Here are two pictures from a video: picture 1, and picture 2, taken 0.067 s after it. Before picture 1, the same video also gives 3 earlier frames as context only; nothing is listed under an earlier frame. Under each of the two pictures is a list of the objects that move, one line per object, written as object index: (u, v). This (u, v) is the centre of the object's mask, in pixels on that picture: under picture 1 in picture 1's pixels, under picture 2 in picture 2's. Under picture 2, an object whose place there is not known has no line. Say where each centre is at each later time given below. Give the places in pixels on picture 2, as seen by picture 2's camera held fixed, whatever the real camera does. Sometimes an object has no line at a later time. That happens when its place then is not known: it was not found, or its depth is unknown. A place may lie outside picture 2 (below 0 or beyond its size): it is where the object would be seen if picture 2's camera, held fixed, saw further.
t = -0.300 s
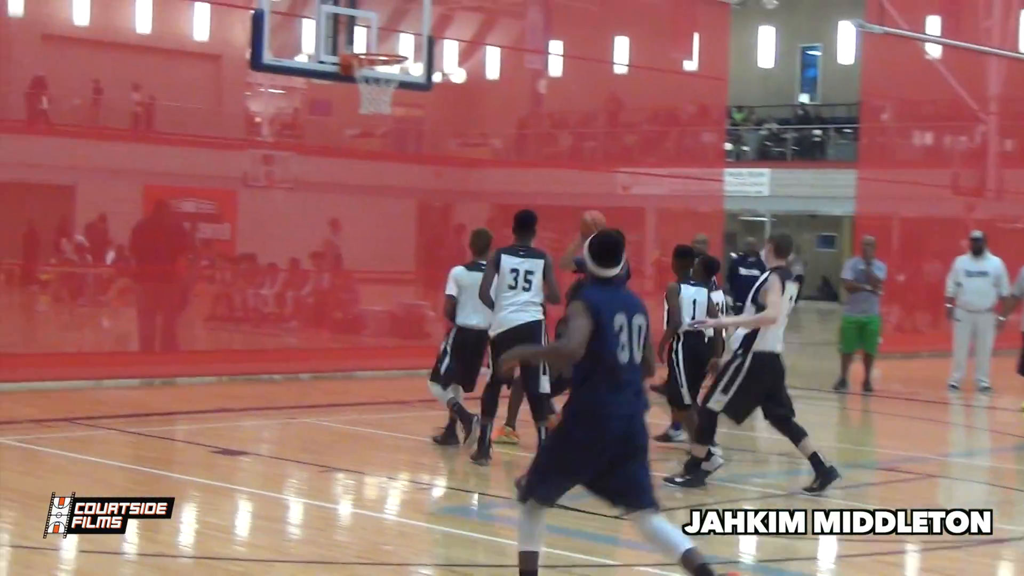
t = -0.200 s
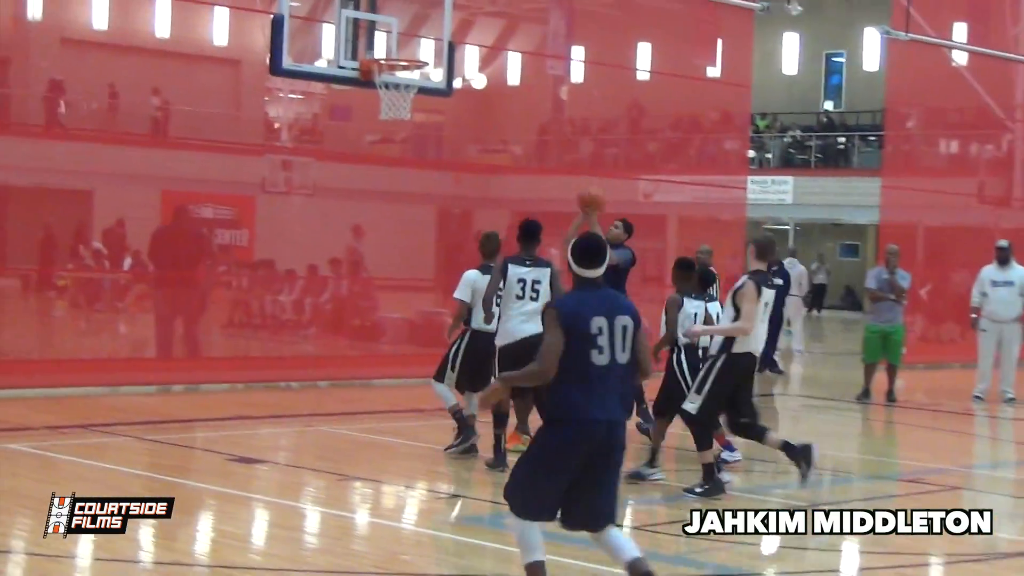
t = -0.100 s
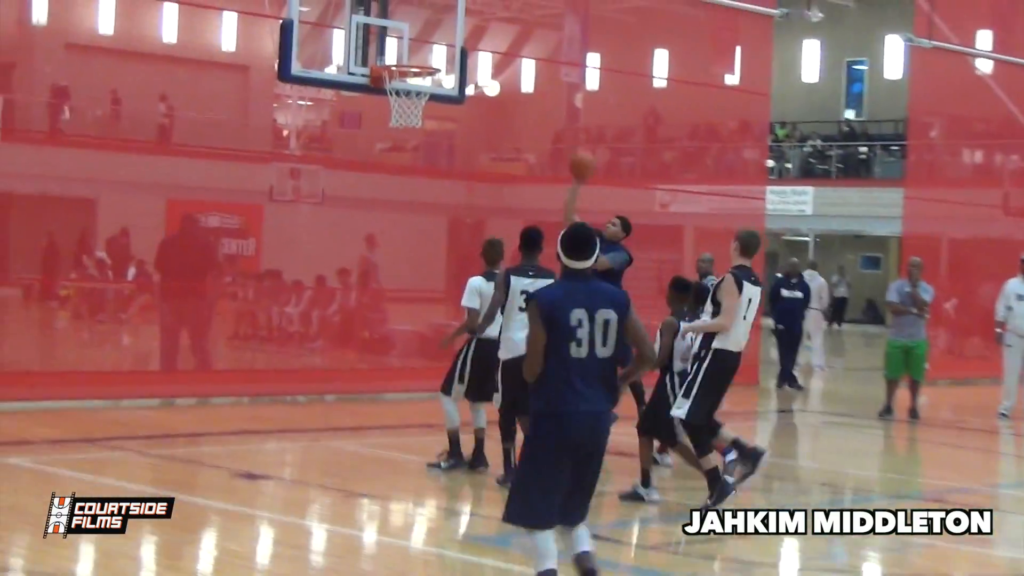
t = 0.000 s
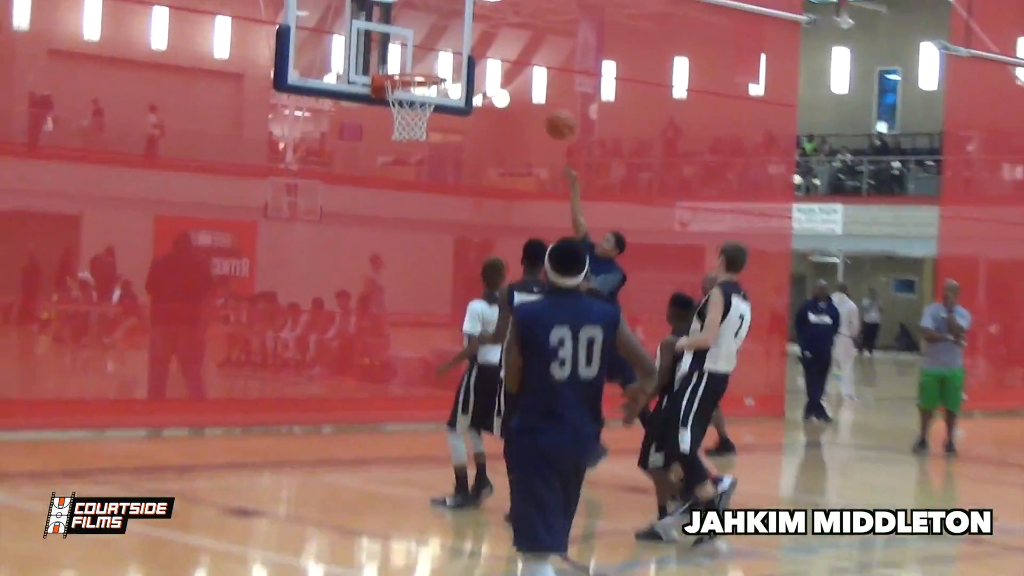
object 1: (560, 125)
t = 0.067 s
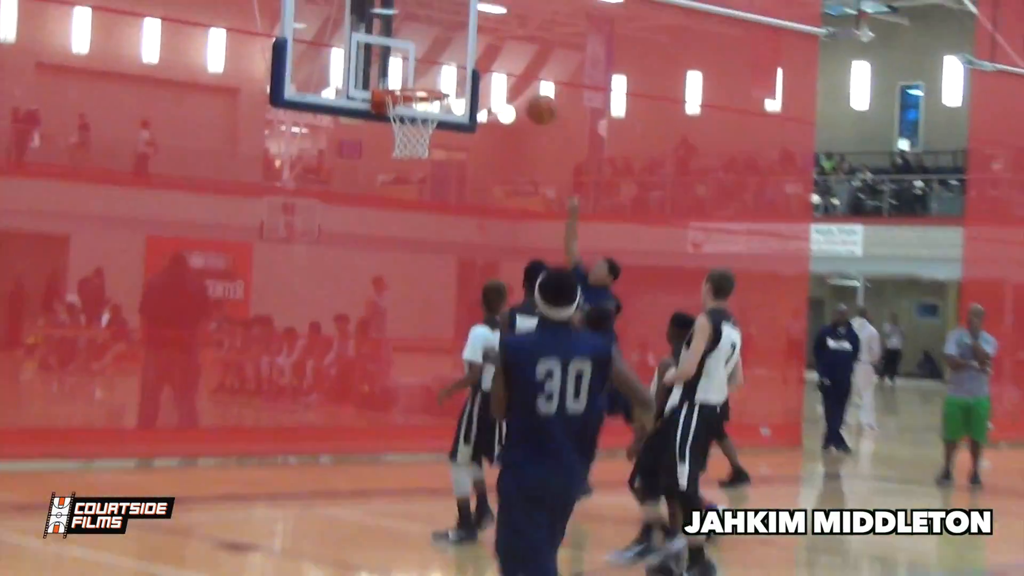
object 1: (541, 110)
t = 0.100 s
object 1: (527, 97)
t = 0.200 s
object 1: (488, 64)
